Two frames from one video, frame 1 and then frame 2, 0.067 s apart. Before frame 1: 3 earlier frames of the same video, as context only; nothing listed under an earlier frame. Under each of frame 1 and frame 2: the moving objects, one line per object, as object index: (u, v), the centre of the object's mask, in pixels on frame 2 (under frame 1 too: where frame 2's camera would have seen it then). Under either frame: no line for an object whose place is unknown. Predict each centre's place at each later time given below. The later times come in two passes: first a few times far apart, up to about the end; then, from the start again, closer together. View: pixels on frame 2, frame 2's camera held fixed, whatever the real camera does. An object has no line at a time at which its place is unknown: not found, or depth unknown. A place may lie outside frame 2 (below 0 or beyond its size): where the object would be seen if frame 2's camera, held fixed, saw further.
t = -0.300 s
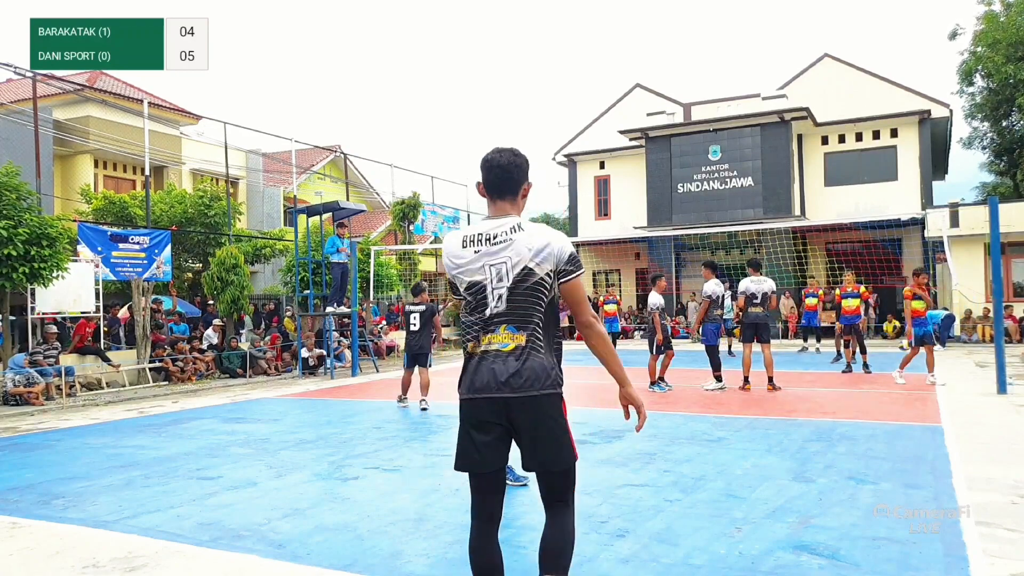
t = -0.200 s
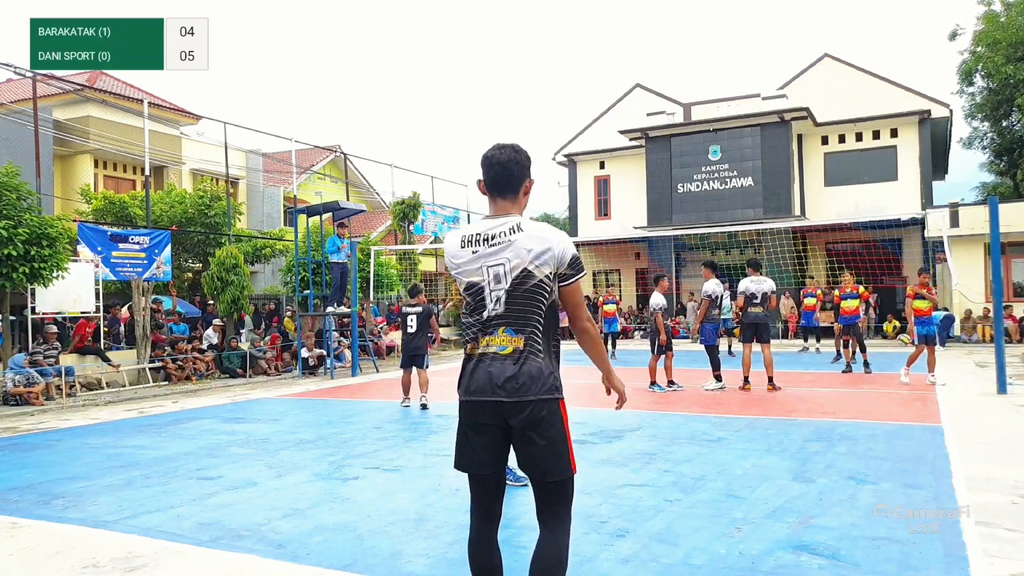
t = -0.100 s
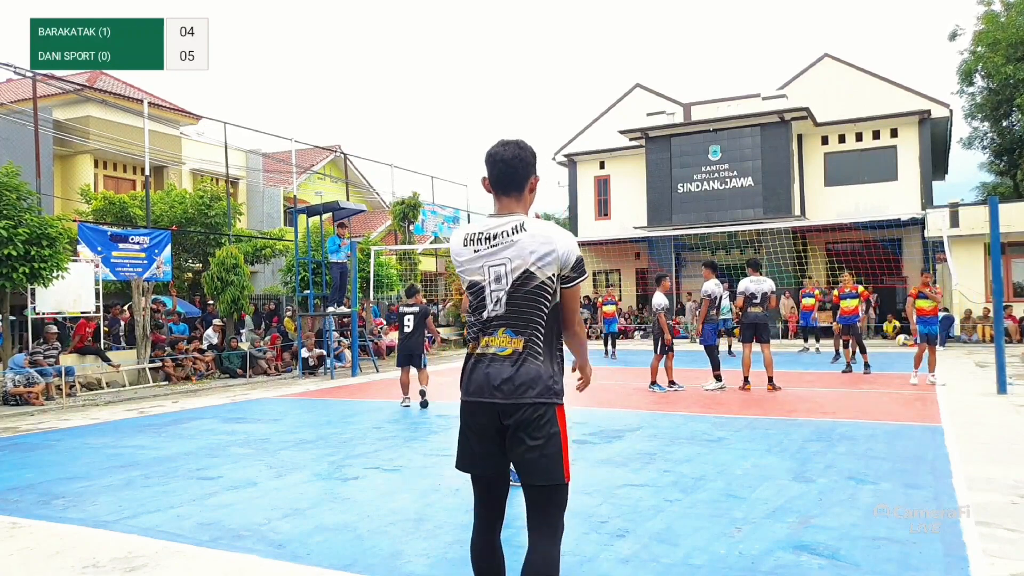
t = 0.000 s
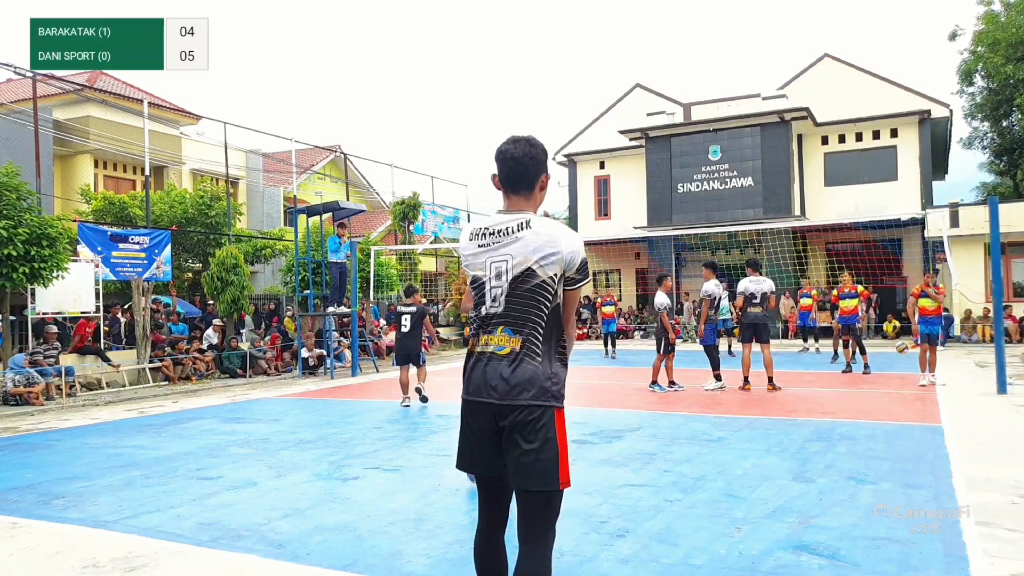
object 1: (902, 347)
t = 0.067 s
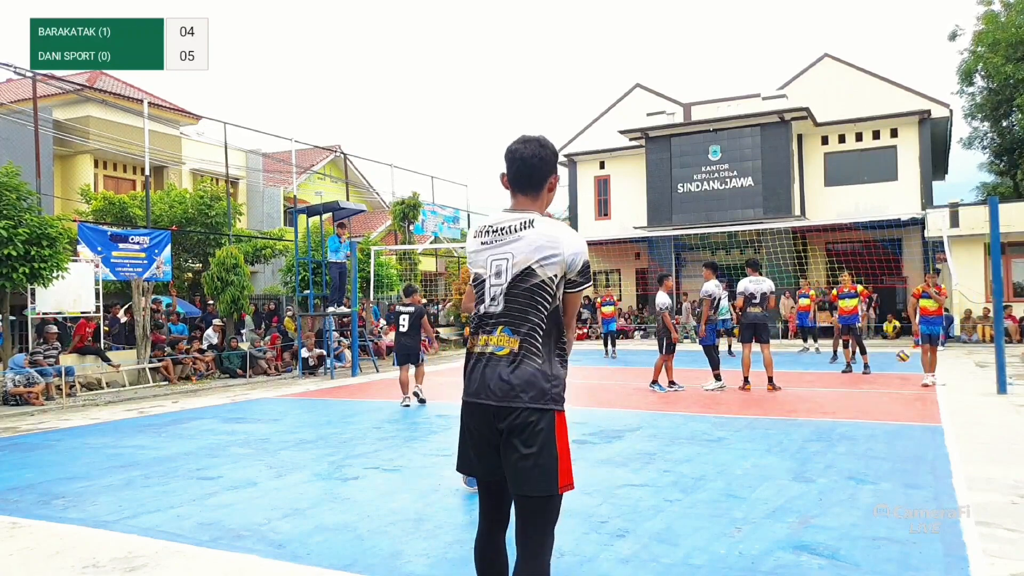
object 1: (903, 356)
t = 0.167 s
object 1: (903, 373)
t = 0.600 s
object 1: (905, 380)
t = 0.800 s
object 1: (908, 374)
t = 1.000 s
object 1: (911, 388)
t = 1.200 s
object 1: (916, 389)
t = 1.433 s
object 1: (926, 404)
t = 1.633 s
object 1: (937, 412)
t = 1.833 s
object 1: (954, 417)
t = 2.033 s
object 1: (976, 458)
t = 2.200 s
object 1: (1001, 460)
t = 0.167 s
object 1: (903, 373)
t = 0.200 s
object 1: (903, 369)
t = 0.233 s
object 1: (903, 366)
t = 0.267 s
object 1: (903, 364)
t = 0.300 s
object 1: (903, 361)
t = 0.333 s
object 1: (903, 361)
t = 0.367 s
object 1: (903, 360)
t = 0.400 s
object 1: (903, 361)
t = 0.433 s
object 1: (904, 361)
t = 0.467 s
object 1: (904, 363)
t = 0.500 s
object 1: (904, 366)
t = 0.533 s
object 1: (905, 370)
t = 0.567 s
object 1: (905, 374)
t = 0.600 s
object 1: (905, 380)
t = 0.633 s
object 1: (906, 386)
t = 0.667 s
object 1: (905, 383)
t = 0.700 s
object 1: (906, 379)
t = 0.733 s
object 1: (906, 376)
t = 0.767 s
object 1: (907, 374)
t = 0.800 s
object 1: (908, 374)
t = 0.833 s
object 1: (908, 374)
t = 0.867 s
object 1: (908, 374)
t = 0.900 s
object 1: (909, 376)
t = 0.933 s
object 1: (910, 379)
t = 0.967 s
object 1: (911, 384)
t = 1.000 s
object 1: (911, 388)
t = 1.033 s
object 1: (912, 395)
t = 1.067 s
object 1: (913, 403)
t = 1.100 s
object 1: (913, 400)
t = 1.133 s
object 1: (914, 396)
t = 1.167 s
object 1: (915, 391)
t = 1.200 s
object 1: (916, 389)
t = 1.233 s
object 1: (918, 388)
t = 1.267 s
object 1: (918, 388)
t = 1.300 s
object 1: (919, 387)
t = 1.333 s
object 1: (921, 390)
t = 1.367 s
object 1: (923, 393)
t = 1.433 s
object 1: (926, 404)
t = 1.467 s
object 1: (926, 410)
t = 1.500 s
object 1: (929, 418)
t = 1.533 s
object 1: (930, 428)
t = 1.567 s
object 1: (932, 421)
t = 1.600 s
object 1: (935, 417)
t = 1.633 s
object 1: (937, 412)
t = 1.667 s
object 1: (940, 409)
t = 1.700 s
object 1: (943, 408)
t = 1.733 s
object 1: (946, 408)
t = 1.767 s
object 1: (948, 411)
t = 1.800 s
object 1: (951, 412)
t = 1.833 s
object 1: (954, 417)
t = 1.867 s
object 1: (958, 421)
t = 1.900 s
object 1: (961, 430)
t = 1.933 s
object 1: (965, 441)
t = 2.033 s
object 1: (976, 458)
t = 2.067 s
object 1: (981, 455)
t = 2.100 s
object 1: (986, 456)
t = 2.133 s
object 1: (990, 455)
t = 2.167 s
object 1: (996, 457)
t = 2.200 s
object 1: (1001, 460)
